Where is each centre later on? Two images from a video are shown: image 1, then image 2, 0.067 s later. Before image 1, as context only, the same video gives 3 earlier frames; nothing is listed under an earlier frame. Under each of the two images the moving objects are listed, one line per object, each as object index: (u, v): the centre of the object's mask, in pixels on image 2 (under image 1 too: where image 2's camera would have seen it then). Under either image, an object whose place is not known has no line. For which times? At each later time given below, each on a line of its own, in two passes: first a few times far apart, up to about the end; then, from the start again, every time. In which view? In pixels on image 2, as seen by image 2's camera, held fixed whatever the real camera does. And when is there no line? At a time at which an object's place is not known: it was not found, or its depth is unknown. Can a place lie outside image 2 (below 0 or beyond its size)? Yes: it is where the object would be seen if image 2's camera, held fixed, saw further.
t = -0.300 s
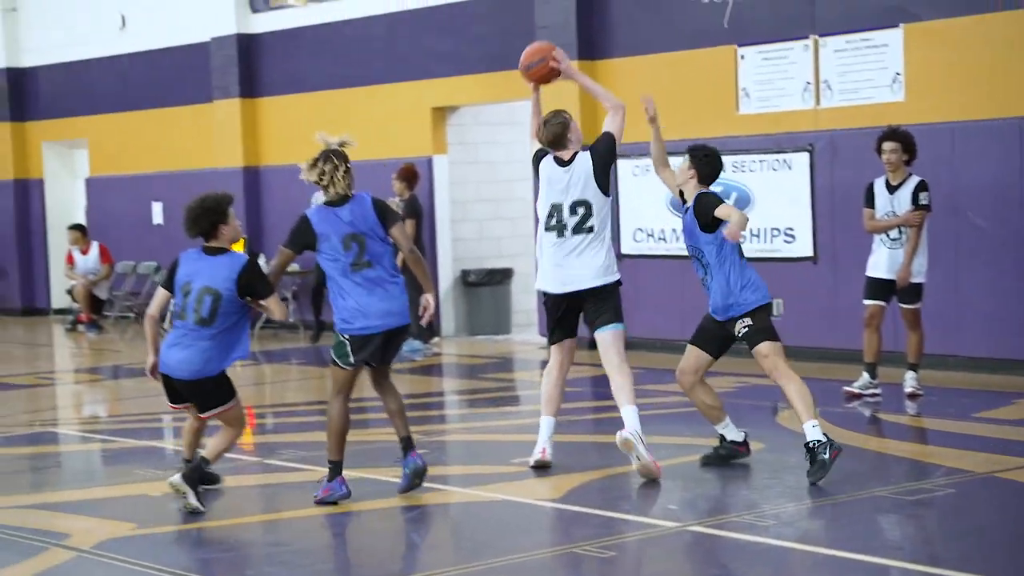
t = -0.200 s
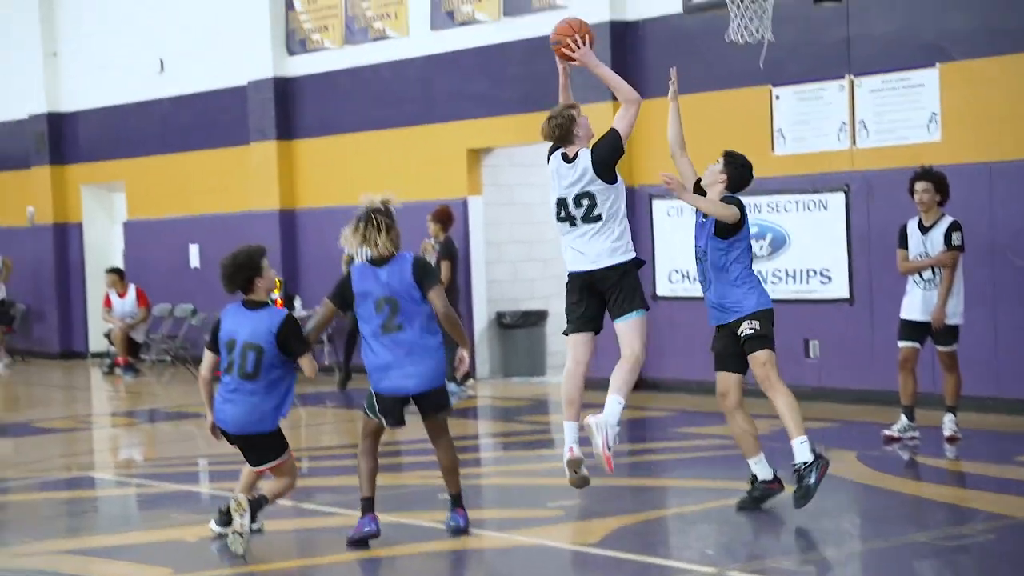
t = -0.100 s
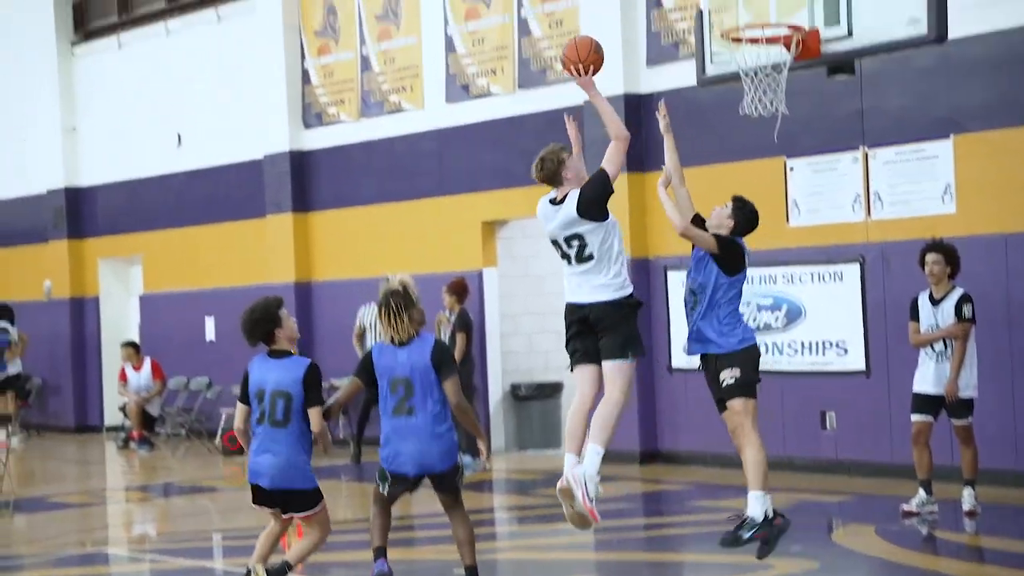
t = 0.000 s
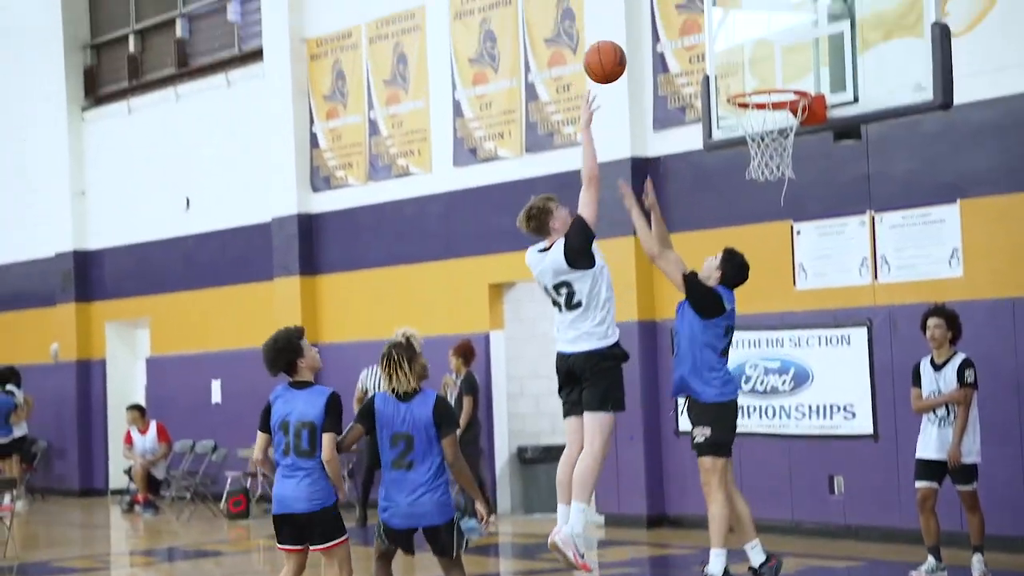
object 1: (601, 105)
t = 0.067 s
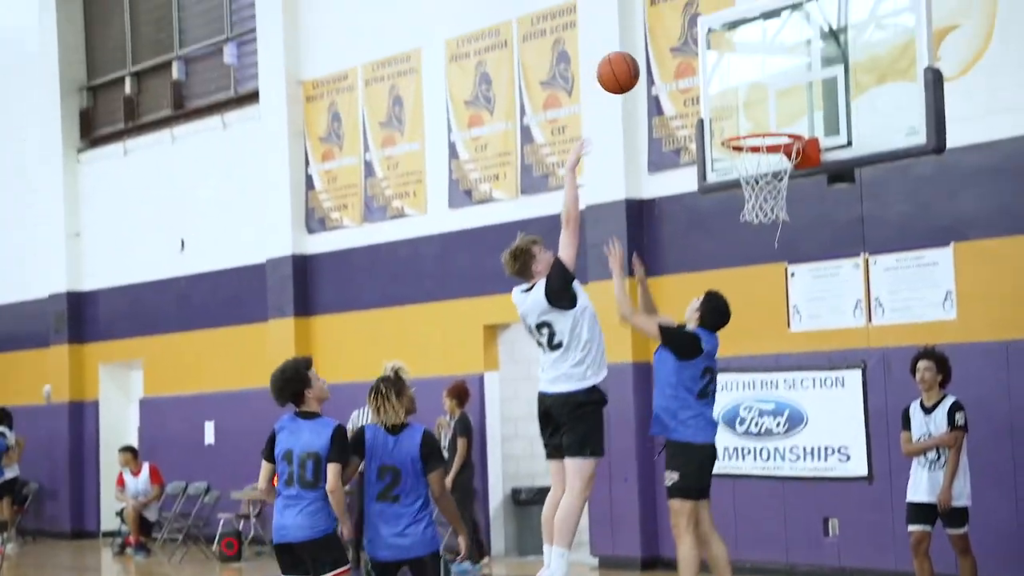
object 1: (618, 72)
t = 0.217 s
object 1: (660, 30)
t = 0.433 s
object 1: (721, 35)
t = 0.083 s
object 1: (623, 66)
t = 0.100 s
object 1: (627, 59)
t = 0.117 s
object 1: (632, 54)
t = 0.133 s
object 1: (636, 48)
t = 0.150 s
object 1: (641, 44)
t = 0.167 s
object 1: (646, 39)
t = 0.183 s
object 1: (651, 35)
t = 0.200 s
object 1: (655, 32)
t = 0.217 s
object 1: (660, 30)
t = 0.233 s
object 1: (665, 27)
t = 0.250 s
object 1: (669, 26)
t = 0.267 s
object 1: (674, 24)
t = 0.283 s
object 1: (679, 23)
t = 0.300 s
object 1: (683, 23)
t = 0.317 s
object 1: (688, 23)
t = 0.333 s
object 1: (692, 23)
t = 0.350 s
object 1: (697, 24)
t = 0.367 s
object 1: (702, 25)
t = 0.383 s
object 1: (706, 27)
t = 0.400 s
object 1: (712, 29)
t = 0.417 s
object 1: (716, 32)
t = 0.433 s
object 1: (721, 35)
